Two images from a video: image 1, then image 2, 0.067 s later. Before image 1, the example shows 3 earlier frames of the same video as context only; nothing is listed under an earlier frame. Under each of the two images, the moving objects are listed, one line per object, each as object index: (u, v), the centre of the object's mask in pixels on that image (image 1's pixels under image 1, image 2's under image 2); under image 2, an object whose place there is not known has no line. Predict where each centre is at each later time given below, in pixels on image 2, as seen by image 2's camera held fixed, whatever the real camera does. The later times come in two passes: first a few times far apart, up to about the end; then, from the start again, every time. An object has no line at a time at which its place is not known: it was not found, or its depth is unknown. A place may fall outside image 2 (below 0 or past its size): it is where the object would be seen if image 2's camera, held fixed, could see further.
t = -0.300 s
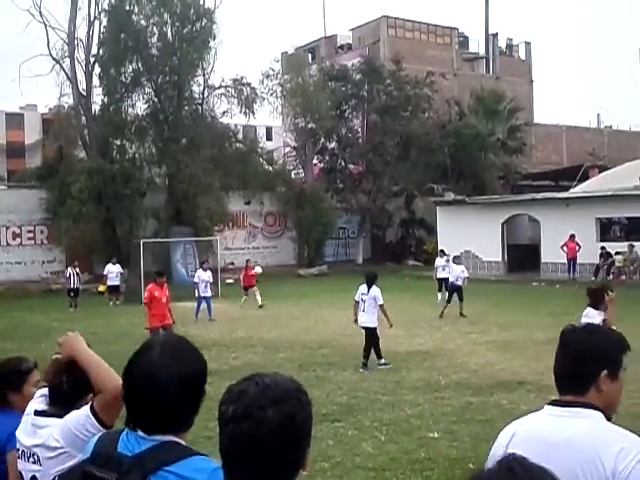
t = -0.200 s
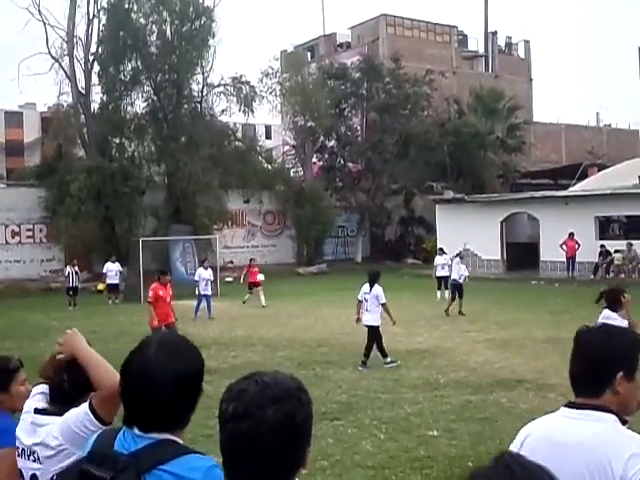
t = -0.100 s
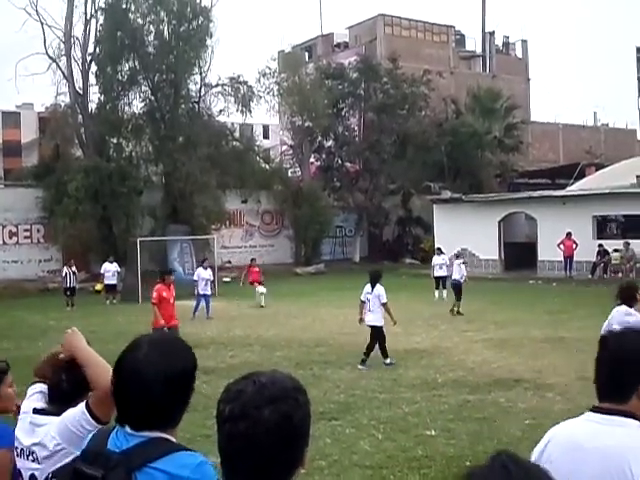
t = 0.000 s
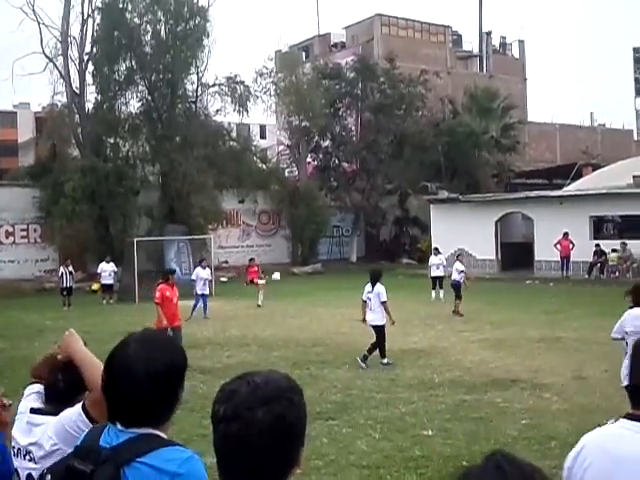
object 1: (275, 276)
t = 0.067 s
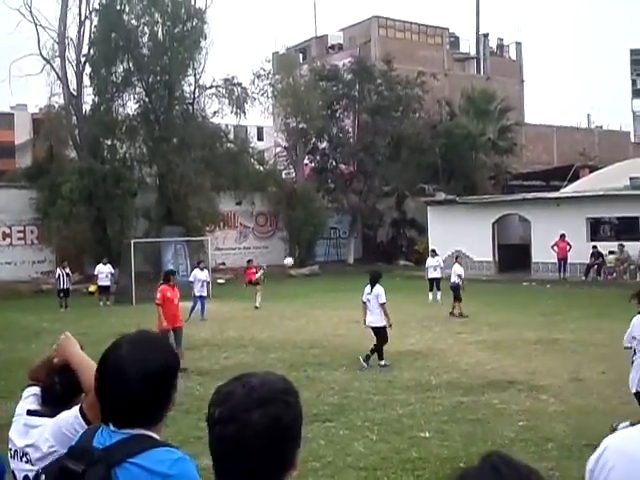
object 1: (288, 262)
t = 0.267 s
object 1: (340, 220)
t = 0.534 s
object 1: (426, 189)
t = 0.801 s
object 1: (538, 195)
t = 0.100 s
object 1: (296, 254)
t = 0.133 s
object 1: (305, 247)
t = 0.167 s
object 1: (313, 239)
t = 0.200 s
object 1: (322, 232)
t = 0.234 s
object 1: (331, 226)
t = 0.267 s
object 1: (340, 220)
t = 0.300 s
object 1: (350, 215)
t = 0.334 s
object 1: (360, 210)
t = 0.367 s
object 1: (370, 206)
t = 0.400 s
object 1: (381, 201)
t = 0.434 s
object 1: (391, 197)
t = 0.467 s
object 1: (403, 194)
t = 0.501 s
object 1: (414, 192)
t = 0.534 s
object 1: (426, 189)
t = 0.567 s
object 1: (439, 187)
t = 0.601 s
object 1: (452, 187)
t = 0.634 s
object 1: (465, 187)
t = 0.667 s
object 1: (478, 187)
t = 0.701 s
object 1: (492, 187)
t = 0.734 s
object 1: (507, 189)
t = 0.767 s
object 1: (522, 191)
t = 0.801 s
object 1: (538, 195)
